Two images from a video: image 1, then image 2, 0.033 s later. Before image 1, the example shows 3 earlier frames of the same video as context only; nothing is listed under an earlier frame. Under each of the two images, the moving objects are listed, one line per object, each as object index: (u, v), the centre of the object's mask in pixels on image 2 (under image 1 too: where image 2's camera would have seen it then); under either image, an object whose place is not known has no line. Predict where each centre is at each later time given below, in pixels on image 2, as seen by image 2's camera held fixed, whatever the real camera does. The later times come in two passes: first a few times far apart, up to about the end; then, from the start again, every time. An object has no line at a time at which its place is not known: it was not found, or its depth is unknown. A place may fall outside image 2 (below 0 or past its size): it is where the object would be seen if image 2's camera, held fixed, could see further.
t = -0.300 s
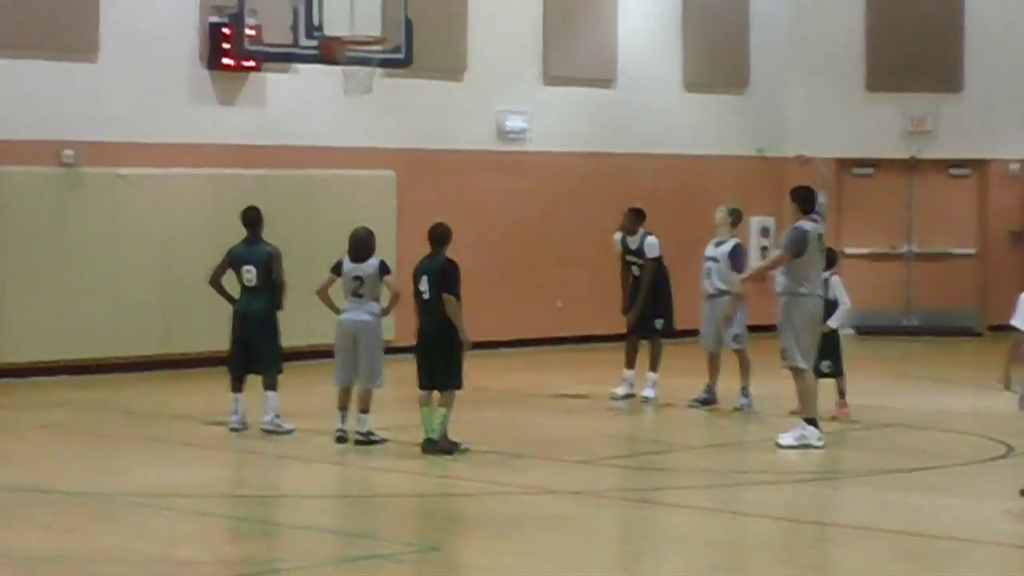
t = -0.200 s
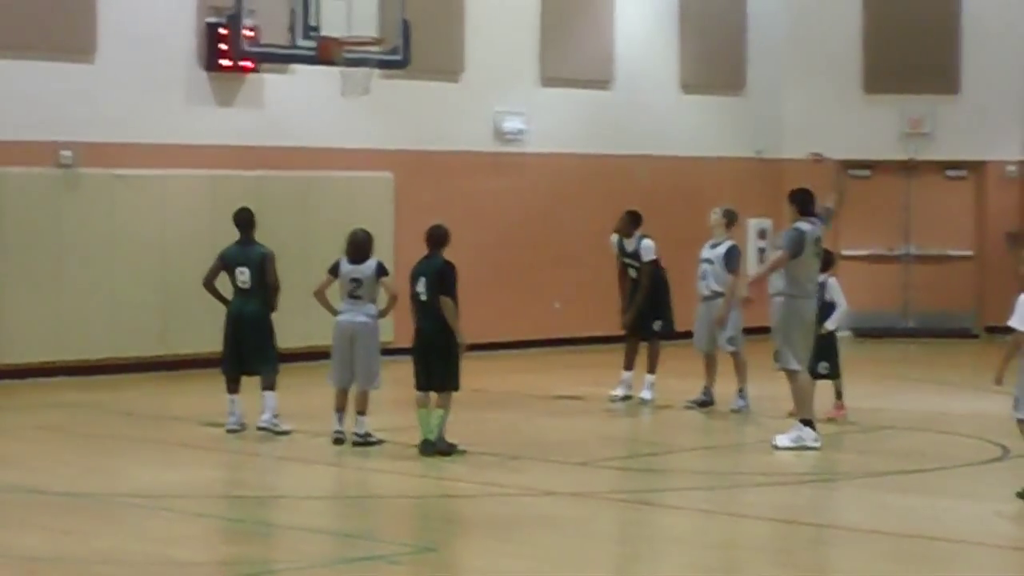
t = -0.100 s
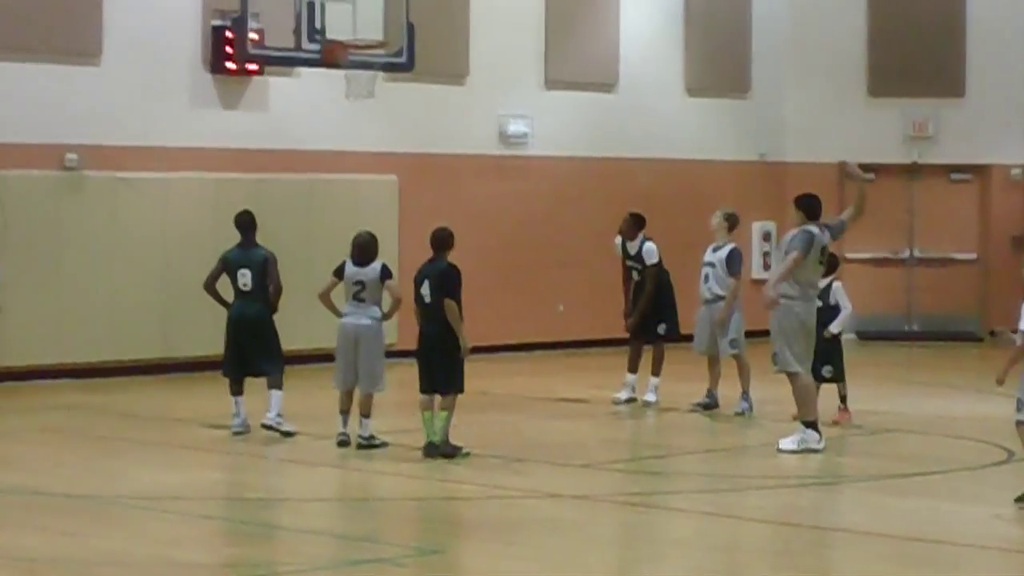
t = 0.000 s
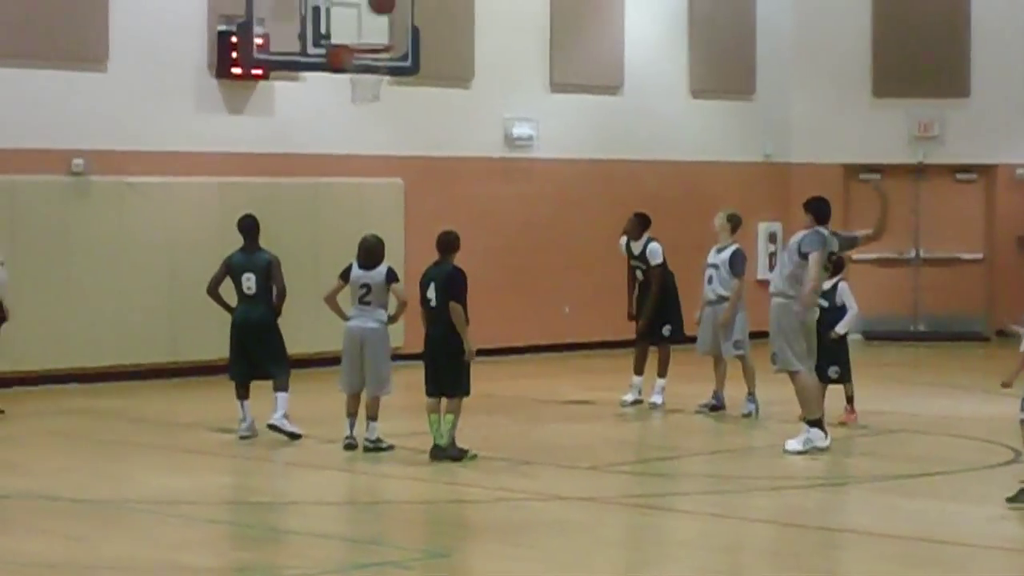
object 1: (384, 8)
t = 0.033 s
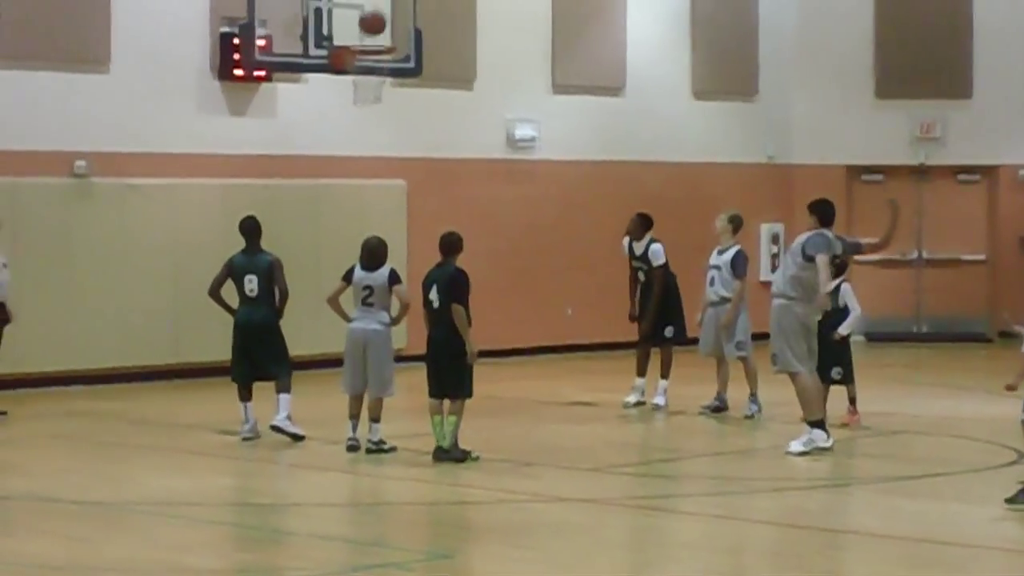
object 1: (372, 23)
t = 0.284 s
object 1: (344, 106)
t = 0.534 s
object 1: (342, 212)
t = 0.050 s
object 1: (367, 32)
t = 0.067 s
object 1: (362, 43)
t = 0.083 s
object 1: (360, 58)
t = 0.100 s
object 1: (354, 65)
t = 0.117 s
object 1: (350, 76)
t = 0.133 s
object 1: (347, 79)
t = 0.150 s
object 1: (346, 81)
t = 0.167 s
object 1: (347, 83)
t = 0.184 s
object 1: (347, 83)
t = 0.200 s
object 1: (346, 86)
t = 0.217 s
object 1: (346, 90)
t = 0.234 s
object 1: (345, 94)
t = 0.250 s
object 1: (344, 98)
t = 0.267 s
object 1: (344, 101)
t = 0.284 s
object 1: (344, 106)
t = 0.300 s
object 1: (344, 111)
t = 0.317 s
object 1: (344, 116)
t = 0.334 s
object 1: (344, 121)
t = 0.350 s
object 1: (343, 127)
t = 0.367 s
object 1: (343, 133)
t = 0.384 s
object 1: (343, 140)
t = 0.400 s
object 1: (343, 147)
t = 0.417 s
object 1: (343, 154)
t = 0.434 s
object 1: (343, 161)
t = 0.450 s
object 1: (343, 169)
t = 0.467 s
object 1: (343, 177)
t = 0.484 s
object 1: (342, 185)
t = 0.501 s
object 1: (341, 194)
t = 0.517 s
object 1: (342, 203)
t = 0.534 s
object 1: (342, 212)
